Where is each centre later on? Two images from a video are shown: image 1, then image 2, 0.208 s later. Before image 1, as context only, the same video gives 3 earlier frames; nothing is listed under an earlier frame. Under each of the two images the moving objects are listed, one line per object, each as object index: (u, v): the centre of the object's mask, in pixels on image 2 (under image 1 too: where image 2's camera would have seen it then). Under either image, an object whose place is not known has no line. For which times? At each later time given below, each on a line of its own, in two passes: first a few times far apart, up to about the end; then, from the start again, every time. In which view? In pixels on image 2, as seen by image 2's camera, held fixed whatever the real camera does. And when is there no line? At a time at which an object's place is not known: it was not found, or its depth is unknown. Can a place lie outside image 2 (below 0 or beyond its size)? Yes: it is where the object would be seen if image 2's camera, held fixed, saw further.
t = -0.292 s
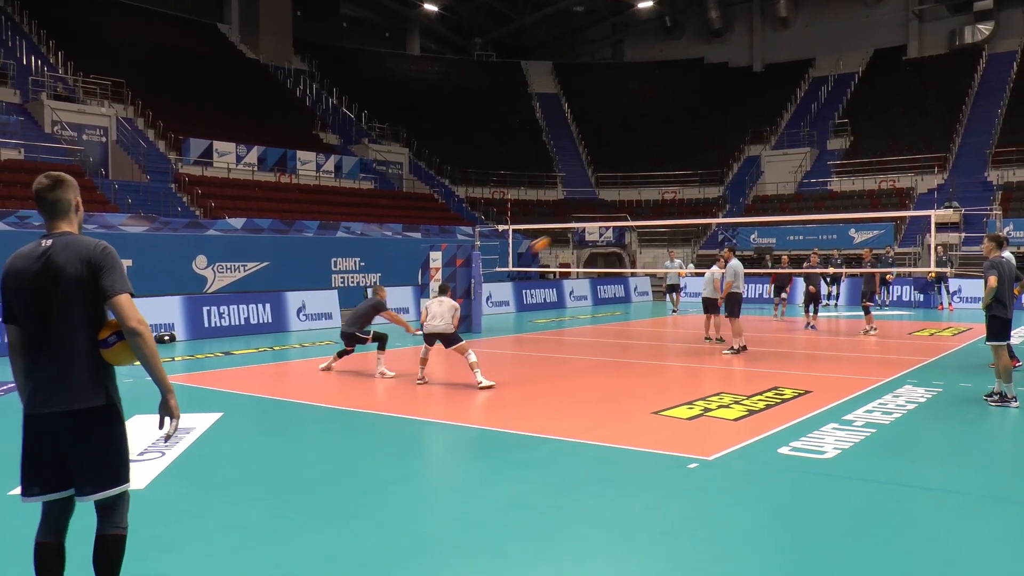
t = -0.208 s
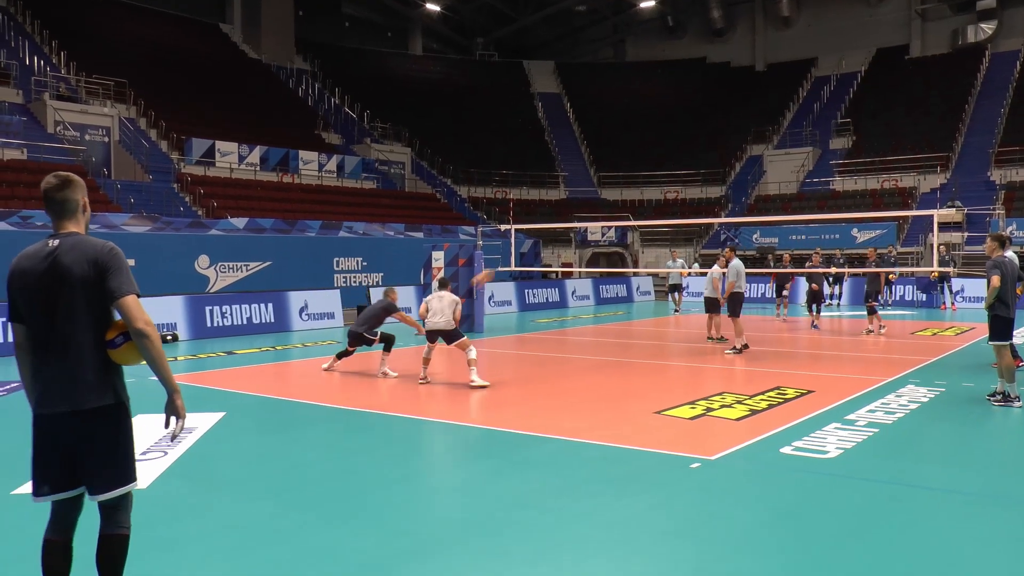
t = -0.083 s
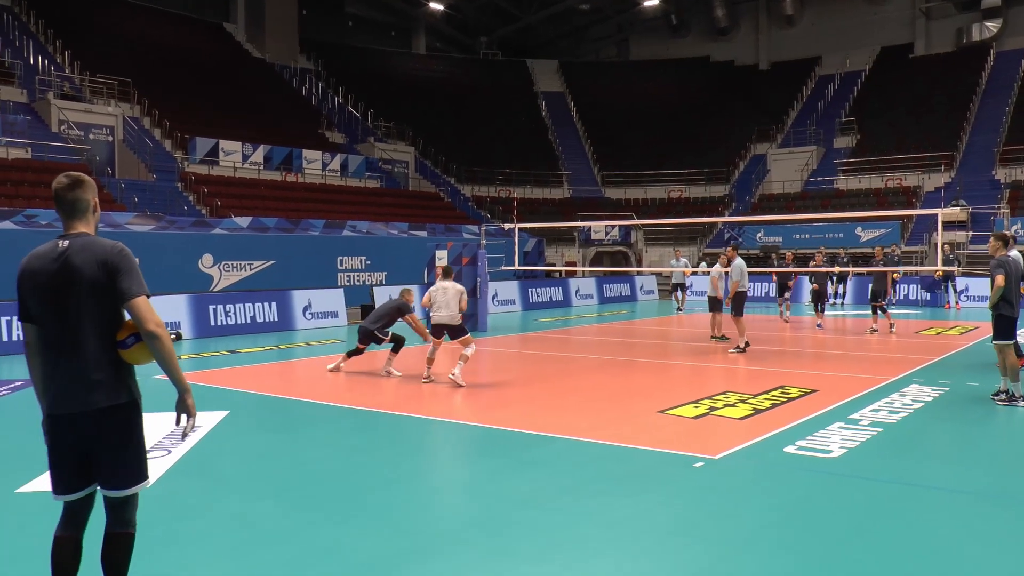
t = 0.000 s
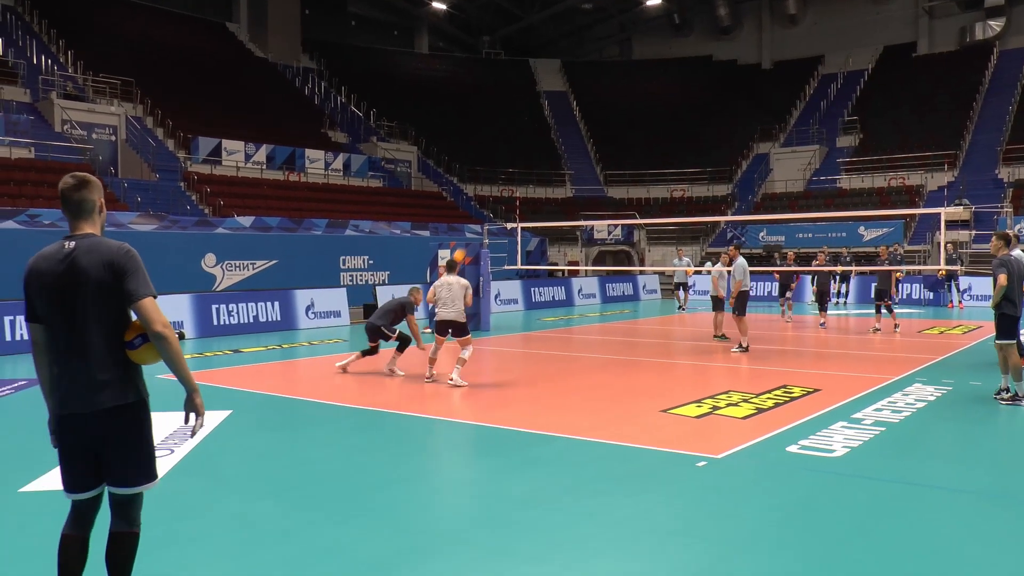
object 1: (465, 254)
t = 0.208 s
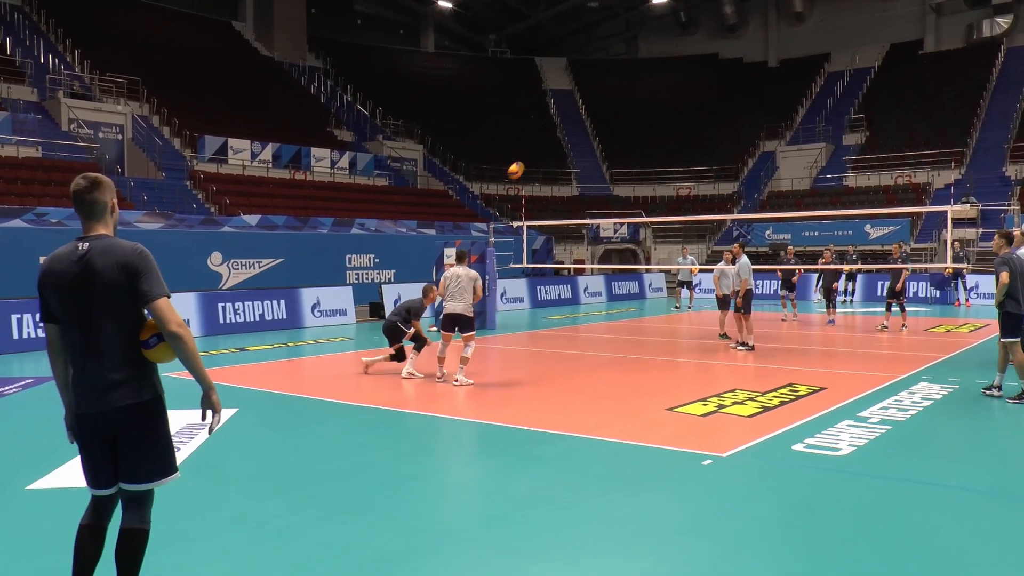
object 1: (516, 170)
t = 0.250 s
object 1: (524, 159)
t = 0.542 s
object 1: (584, 105)
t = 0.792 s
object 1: (626, 100)
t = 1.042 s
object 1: (668, 128)
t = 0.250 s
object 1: (524, 159)
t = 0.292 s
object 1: (533, 148)
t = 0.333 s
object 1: (541, 139)
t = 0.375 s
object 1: (549, 130)
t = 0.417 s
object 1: (557, 123)
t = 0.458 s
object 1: (565, 116)
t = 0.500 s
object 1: (573, 111)
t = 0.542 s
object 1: (584, 105)
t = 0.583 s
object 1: (591, 102)
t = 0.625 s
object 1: (598, 99)
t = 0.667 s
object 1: (605, 98)
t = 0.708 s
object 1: (613, 98)
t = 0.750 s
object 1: (620, 98)
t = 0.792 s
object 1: (626, 100)
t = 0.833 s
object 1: (633, 102)
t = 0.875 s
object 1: (639, 105)
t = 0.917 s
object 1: (646, 108)
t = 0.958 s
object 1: (652, 113)
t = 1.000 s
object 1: (659, 118)
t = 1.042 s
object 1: (668, 128)
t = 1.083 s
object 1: (675, 135)
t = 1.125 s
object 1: (681, 143)
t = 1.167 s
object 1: (687, 151)
